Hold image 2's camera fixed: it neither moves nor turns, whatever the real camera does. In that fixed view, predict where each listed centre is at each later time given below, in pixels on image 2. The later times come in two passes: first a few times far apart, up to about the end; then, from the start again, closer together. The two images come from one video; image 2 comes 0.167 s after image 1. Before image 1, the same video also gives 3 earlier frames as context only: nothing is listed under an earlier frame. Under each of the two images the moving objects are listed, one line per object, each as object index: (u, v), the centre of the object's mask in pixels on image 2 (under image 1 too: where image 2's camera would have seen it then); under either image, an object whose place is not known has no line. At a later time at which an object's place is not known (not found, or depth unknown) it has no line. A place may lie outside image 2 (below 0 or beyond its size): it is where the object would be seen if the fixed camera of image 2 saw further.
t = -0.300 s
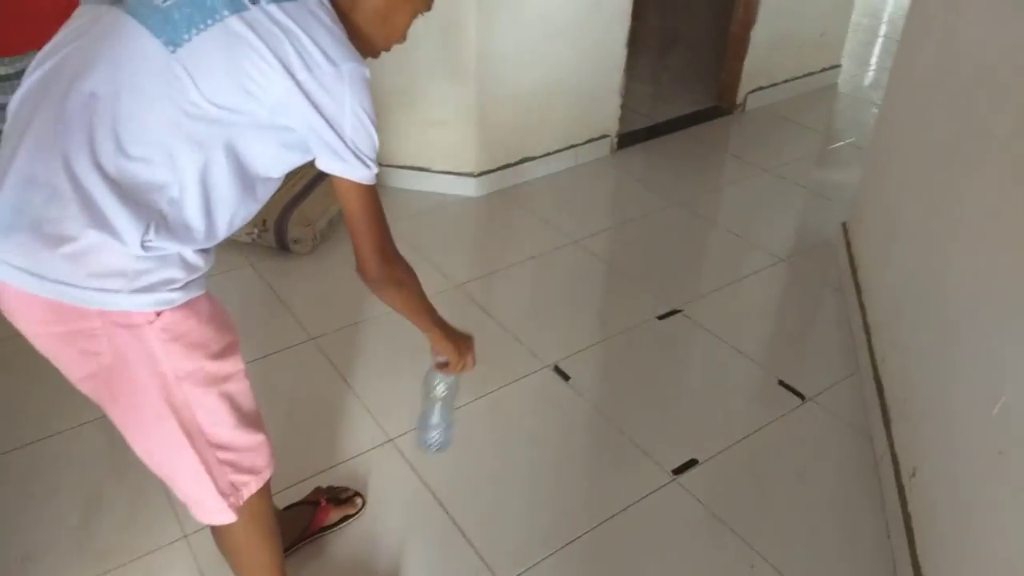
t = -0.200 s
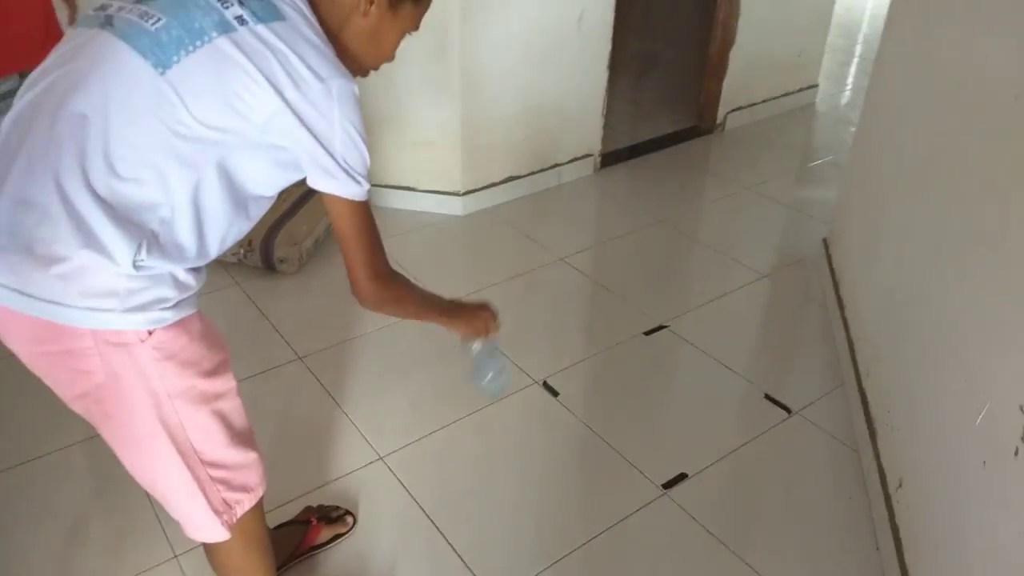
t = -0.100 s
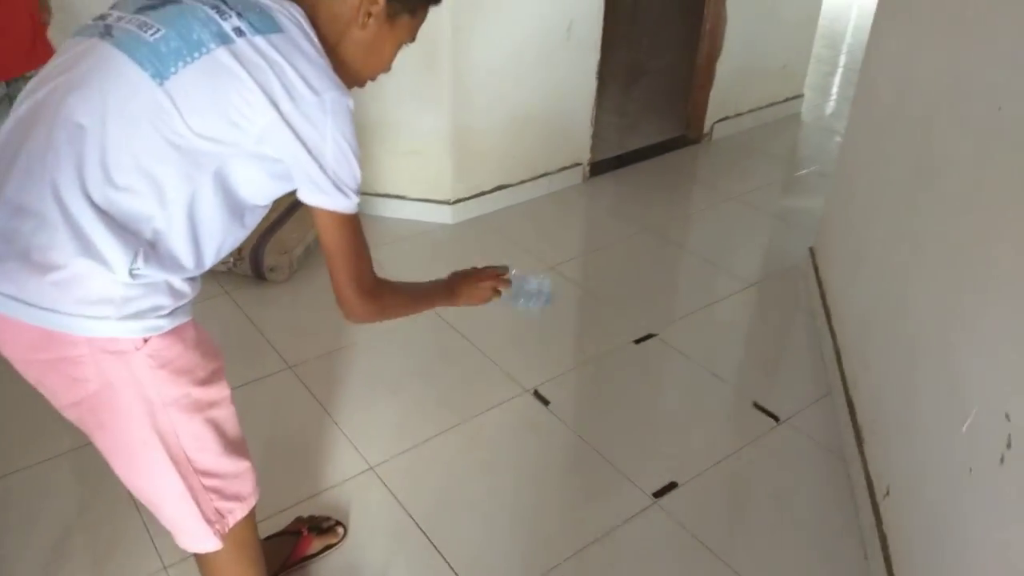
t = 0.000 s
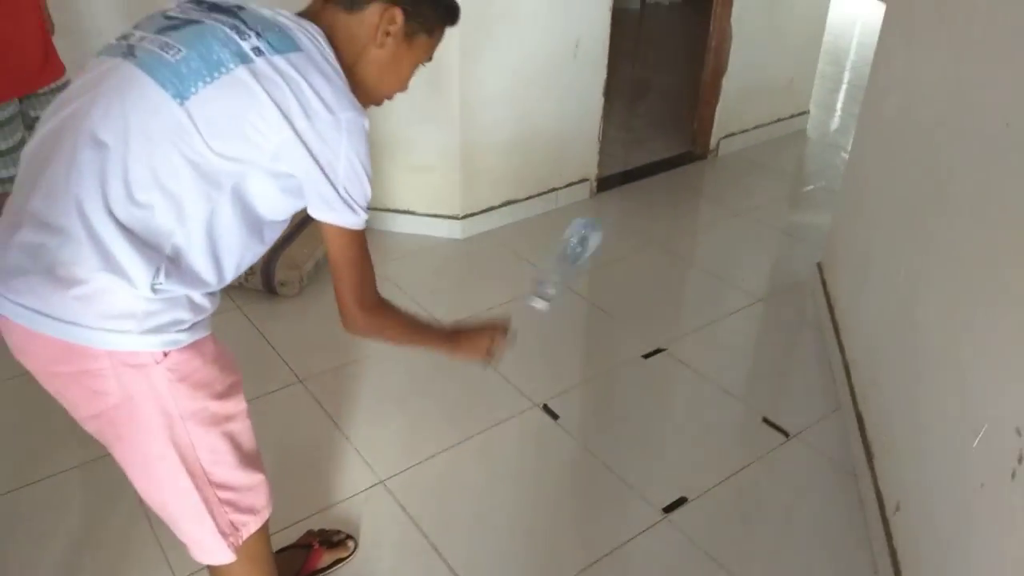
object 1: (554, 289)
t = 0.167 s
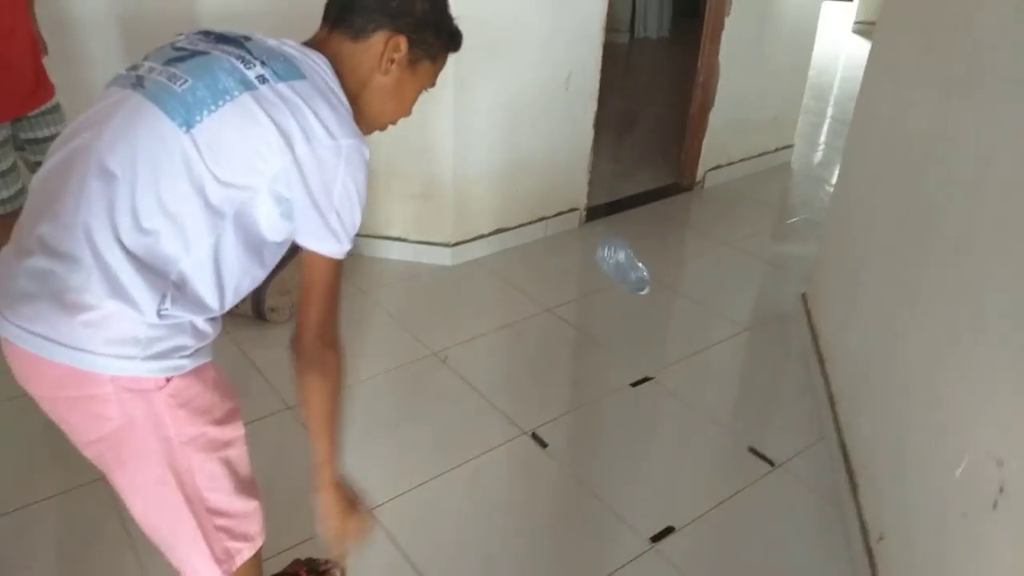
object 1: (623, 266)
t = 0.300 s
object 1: (652, 329)
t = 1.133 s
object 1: (687, 407)
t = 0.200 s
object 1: (631, 276)
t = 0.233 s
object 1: (641, 289)
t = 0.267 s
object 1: (649, 306)
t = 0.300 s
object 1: (652, 329)
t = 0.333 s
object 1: (660, 352)
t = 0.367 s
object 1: (662, 378)
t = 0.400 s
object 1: (665, 406)
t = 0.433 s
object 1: (665, 429)
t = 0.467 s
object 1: (669, 423)
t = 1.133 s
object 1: (687, 407)
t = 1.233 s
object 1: (688, 407)
